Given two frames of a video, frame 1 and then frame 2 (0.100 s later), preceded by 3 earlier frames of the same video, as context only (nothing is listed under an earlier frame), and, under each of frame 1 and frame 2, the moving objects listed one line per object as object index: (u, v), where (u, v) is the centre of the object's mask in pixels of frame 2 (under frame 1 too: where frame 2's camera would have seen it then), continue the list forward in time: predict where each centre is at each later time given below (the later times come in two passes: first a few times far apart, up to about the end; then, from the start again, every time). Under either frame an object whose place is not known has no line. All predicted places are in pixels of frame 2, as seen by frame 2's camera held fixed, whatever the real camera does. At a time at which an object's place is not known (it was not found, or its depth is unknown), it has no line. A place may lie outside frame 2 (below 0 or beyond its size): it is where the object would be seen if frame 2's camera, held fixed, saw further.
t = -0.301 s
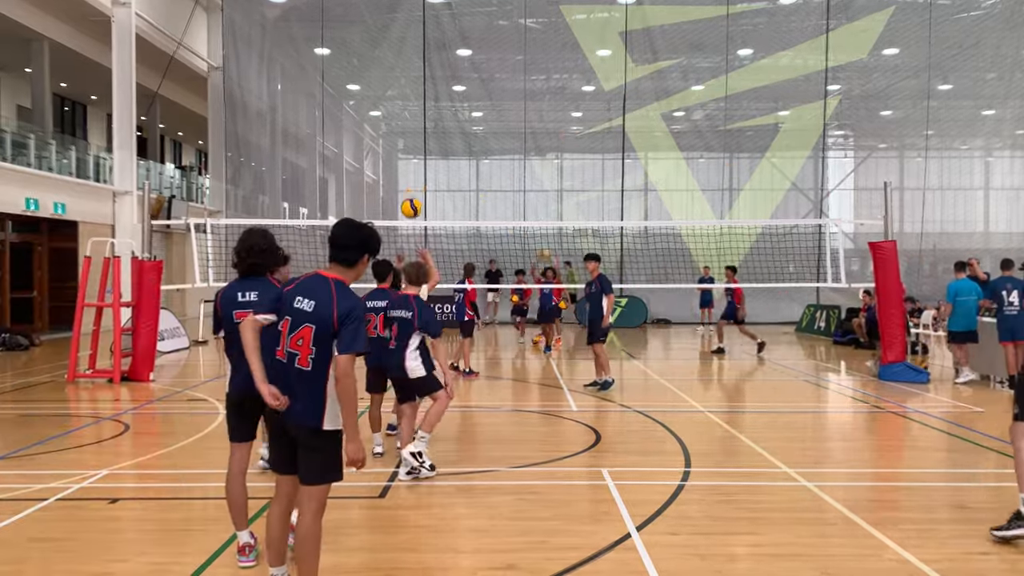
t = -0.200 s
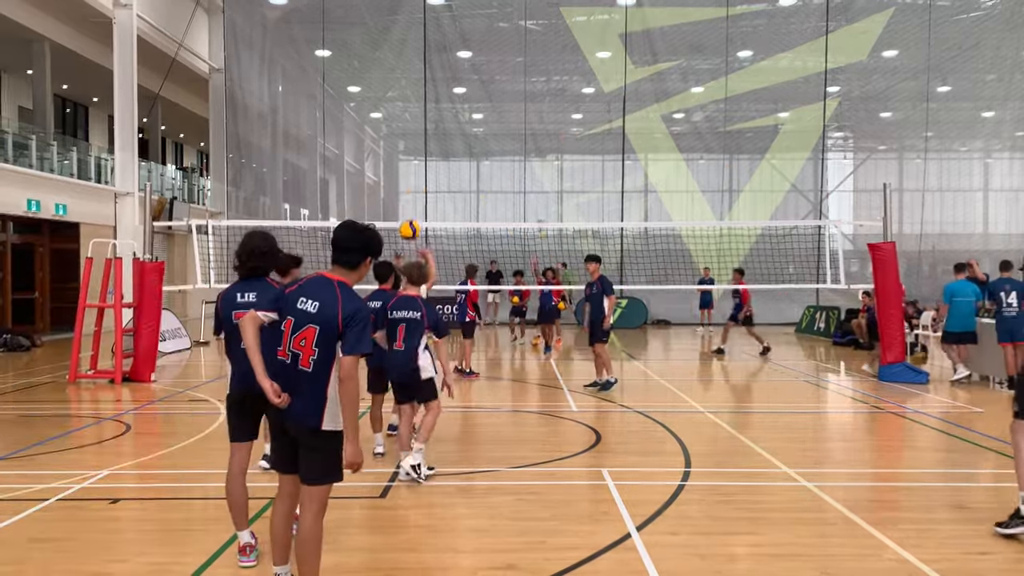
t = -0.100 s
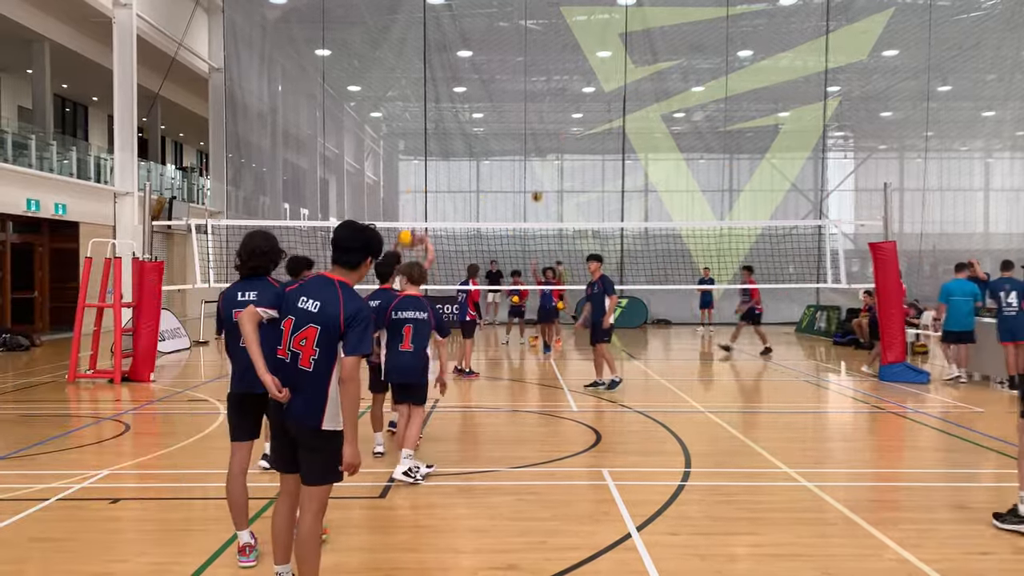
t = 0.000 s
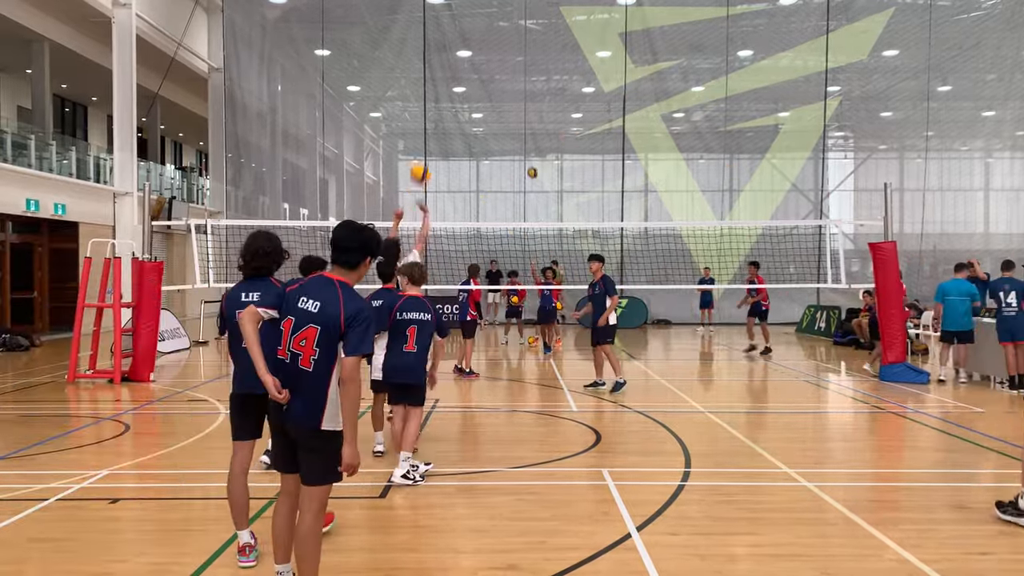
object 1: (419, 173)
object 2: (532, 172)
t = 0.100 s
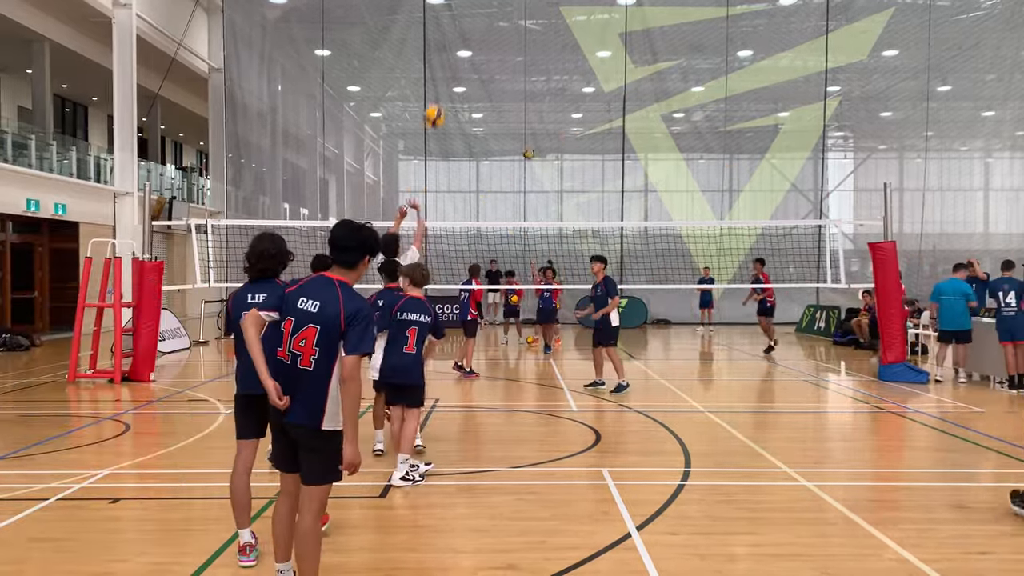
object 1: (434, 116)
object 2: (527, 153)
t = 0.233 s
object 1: (449, 60)
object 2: (522, 136)
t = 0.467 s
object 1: (475, 9)
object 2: (514, 129)
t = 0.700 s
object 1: (499, 10)
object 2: (504, 153)
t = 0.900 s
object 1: (517, 47)
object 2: (496, 203)
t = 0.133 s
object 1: (438, 100)
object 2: (523, 148)
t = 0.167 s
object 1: (443, 85)
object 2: (523, 144)
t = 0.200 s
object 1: (446, 72)
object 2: (523, 139)
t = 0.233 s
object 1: (449, 60)
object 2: (522, 136)
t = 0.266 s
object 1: (453, 49)
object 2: (521, 133)
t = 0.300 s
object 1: (458, 40)
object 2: (520, 131)
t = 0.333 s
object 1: (461, 31)
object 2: (519, 129)
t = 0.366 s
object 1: (464, 24)
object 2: (517, 128)
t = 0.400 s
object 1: (467, 19)
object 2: (516, 128)
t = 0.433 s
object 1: (471, 13)
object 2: (515, 128)
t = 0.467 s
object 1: (475, 9)
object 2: (514, 129)
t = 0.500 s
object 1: (478, 7)
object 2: (512, 130)
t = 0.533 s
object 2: (511, 133)
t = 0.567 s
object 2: (510, 135)
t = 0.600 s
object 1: (489, 6)
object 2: (509, 138)
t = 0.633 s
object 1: (492, 6)
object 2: (507, 143)
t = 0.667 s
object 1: (495, 8)
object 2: (505, 147)
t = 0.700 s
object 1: (499, 10)
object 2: (504, 153)
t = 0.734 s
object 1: (502, 14)
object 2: (503, 160)
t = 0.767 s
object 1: (505, 18)
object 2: (502, 167)
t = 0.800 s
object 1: (508, 24)
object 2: (500, 174)
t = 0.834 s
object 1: (511, 31)
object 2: (499, 183)
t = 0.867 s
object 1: (514, 38)
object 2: (497, 192)
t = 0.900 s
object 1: (517, 47)
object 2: (496, 203)
